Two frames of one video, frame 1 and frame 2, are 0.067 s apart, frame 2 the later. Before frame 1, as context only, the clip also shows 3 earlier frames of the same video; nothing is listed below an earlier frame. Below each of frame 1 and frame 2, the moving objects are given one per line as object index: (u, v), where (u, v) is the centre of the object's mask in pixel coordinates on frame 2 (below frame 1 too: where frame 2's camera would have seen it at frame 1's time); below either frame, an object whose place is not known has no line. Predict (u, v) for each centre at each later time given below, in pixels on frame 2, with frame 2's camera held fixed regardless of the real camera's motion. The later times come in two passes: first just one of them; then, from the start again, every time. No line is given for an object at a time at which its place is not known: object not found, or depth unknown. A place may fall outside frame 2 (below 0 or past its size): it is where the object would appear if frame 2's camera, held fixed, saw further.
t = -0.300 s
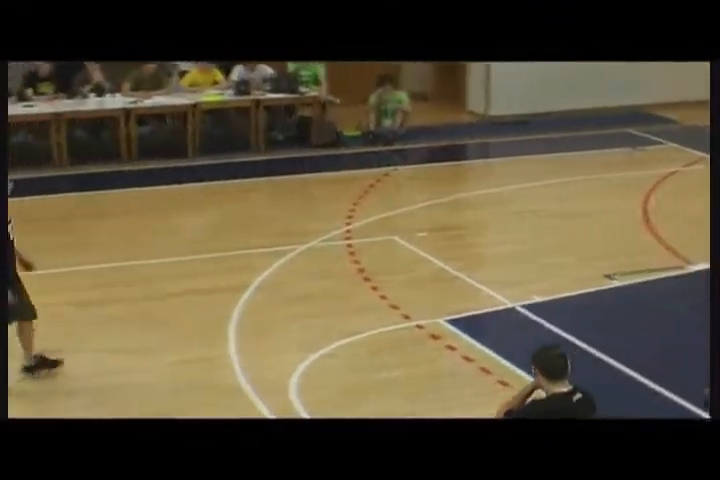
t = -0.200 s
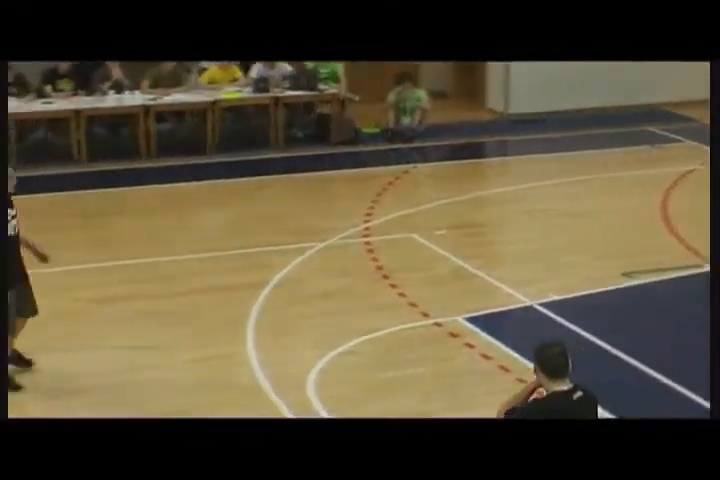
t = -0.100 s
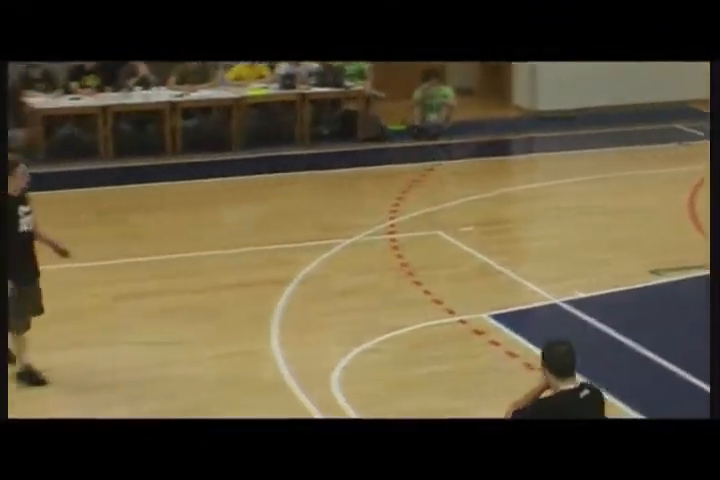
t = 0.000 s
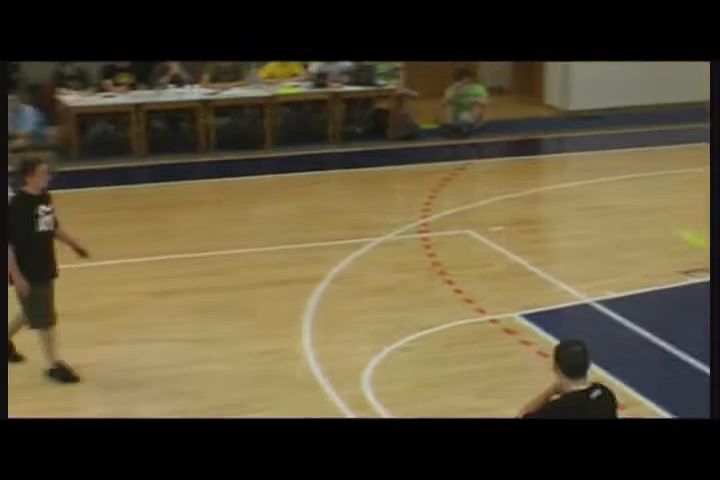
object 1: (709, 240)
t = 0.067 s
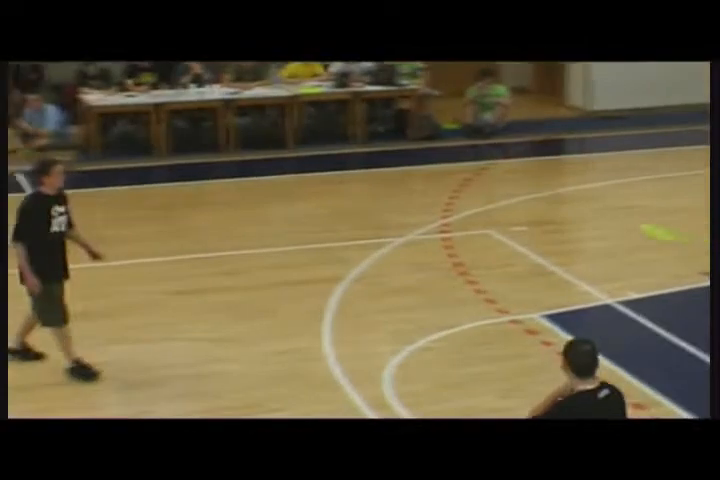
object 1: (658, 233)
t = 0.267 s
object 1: (489, 209)
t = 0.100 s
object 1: (624, 227)
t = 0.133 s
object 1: (597, 222)
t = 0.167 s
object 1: (576, 219)
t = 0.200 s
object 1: (543, 214)
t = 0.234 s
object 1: (515, 211)
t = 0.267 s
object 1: (489, 209)
